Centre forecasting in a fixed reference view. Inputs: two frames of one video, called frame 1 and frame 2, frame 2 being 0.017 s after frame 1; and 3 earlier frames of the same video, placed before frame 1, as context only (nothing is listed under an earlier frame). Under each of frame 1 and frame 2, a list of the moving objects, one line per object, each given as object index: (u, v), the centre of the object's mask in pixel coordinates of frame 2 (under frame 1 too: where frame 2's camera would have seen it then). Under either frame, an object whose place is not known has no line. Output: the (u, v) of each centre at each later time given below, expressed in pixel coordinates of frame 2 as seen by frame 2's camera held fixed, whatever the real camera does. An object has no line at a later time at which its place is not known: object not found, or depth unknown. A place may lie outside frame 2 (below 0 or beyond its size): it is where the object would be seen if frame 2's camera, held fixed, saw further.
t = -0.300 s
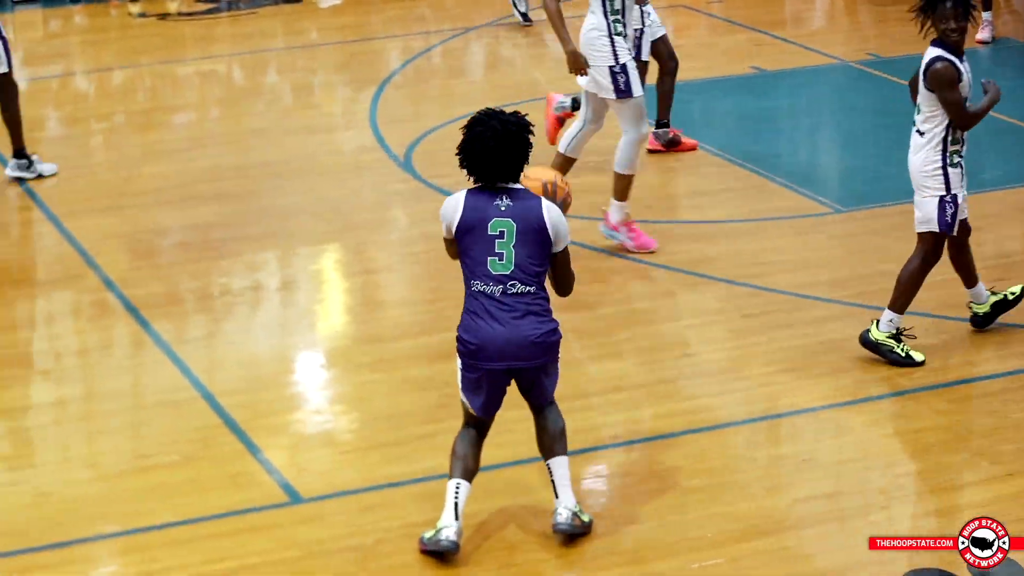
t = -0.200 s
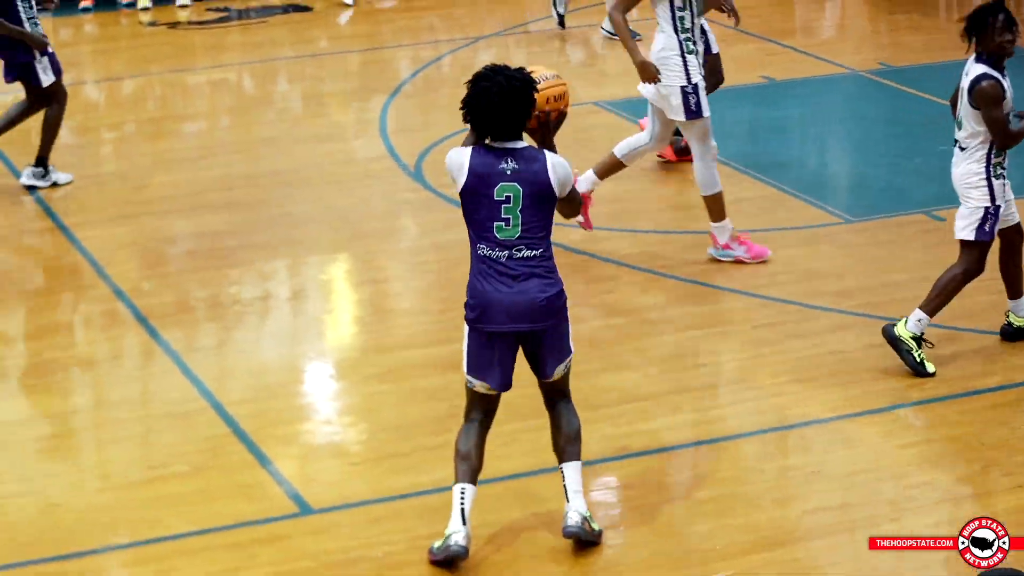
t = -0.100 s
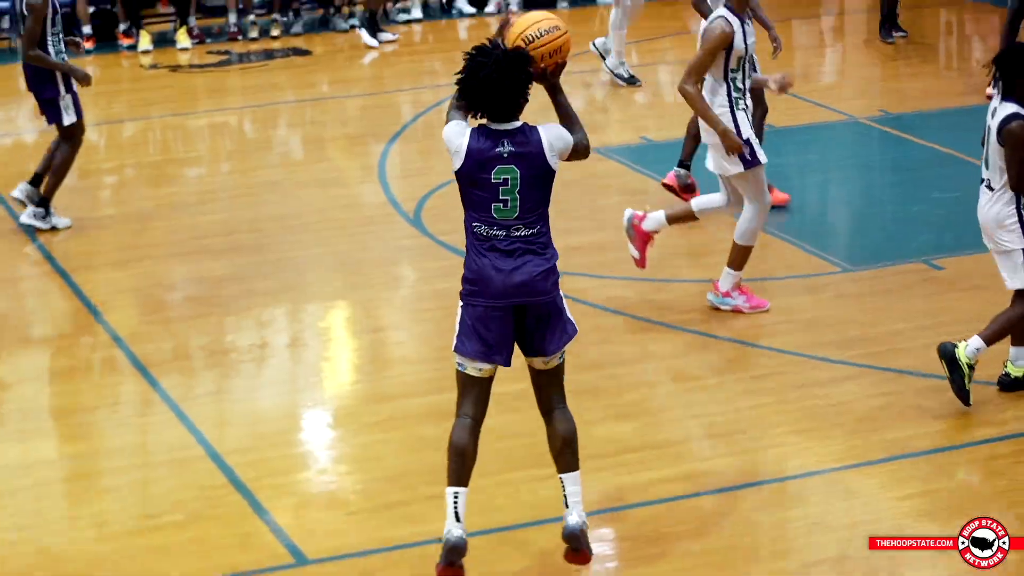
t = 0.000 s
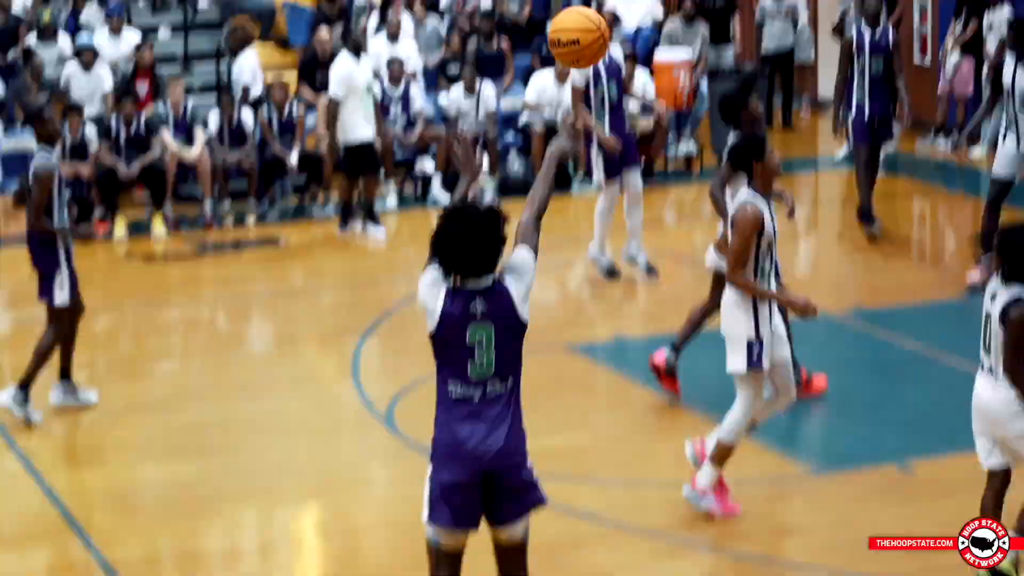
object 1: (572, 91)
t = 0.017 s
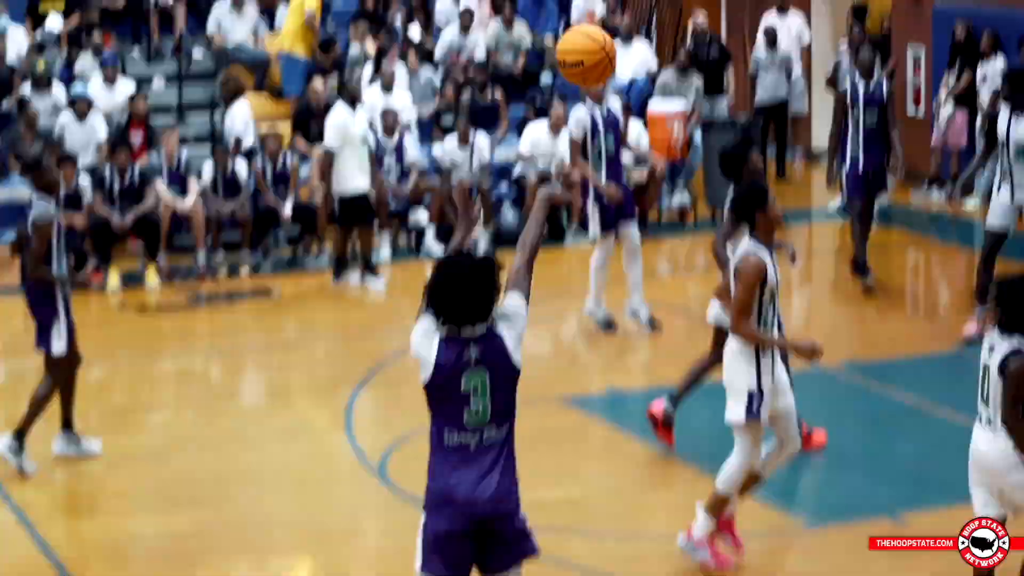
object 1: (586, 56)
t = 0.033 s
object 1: (600, 21)
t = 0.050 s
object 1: (615, -11)
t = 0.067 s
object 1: (629, -41)
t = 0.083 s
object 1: (642, -70)
